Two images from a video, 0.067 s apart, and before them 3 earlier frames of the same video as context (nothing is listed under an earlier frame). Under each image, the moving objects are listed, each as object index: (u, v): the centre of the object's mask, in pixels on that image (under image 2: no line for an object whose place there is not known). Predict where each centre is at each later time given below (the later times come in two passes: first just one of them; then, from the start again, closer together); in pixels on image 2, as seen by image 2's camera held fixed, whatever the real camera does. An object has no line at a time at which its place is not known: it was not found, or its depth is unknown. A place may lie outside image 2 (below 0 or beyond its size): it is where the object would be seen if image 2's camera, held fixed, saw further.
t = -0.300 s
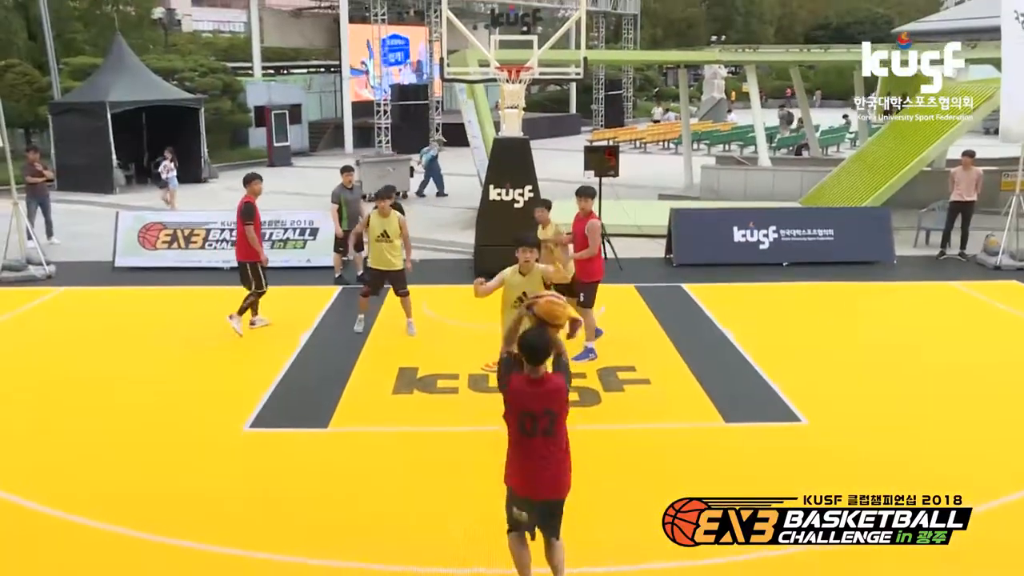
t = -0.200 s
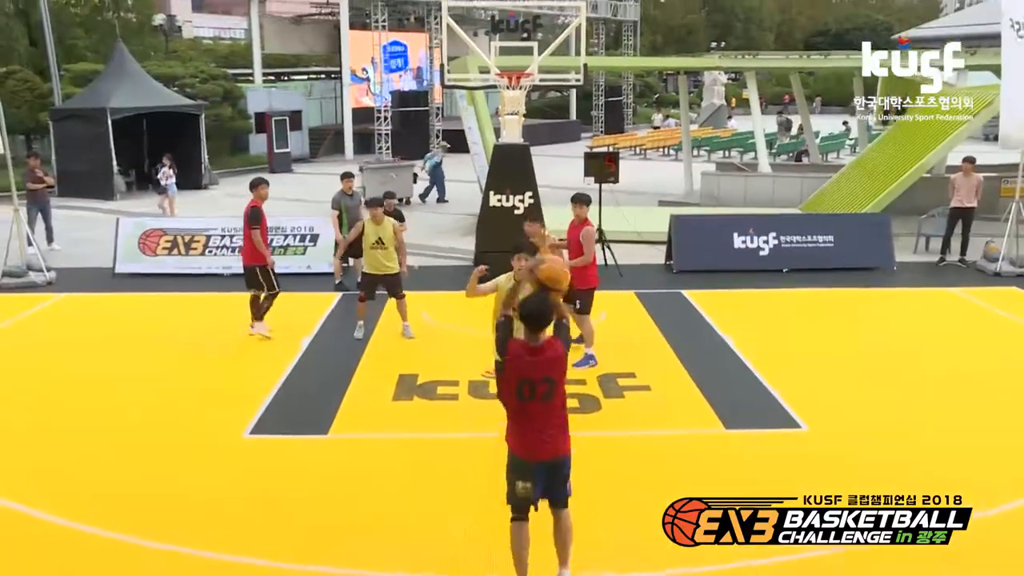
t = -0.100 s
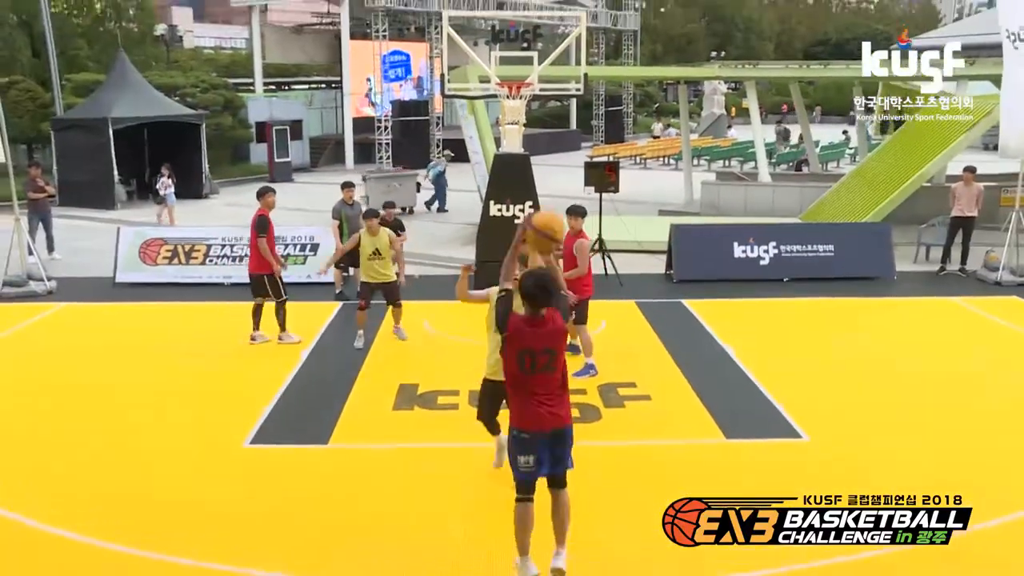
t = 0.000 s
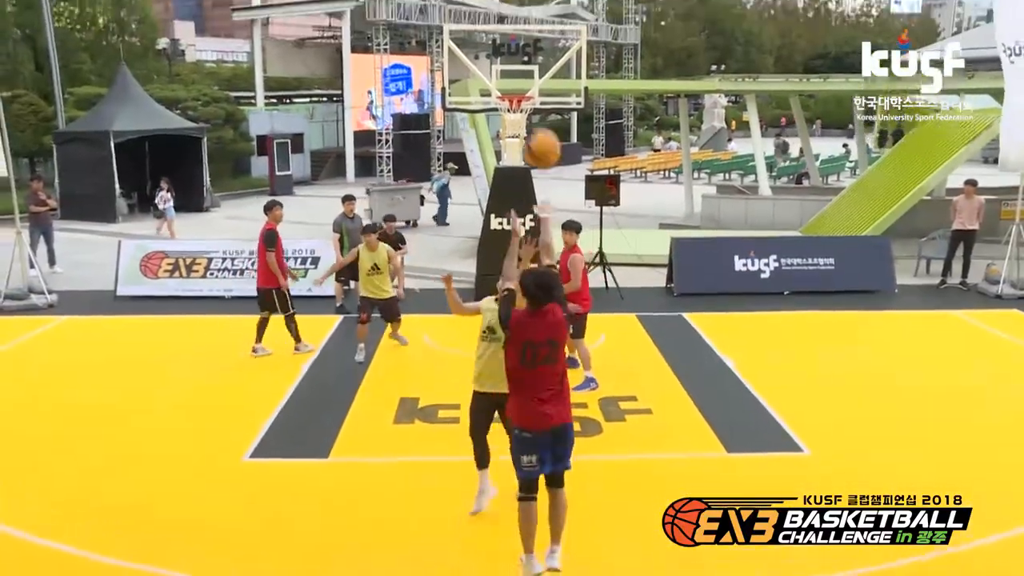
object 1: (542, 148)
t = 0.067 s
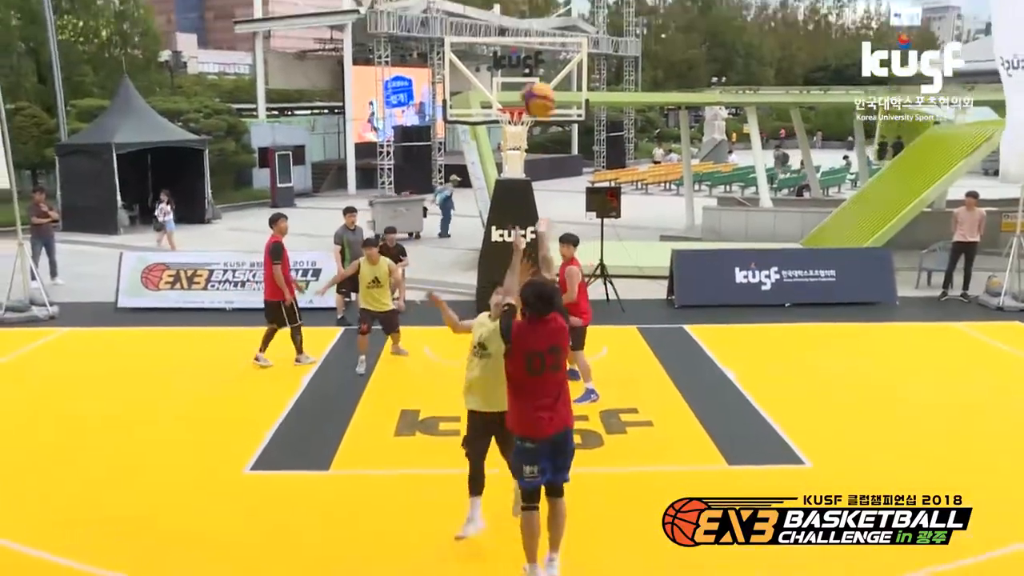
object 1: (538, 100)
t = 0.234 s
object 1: (528, -2)
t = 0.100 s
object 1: (535, 74)
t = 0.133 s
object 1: (534, 52)
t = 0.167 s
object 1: (532, 30)
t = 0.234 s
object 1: (528, -2)
